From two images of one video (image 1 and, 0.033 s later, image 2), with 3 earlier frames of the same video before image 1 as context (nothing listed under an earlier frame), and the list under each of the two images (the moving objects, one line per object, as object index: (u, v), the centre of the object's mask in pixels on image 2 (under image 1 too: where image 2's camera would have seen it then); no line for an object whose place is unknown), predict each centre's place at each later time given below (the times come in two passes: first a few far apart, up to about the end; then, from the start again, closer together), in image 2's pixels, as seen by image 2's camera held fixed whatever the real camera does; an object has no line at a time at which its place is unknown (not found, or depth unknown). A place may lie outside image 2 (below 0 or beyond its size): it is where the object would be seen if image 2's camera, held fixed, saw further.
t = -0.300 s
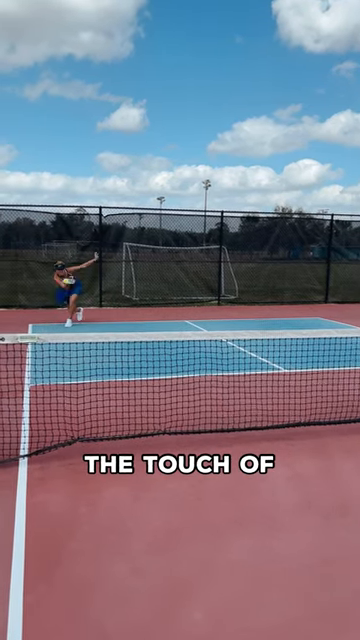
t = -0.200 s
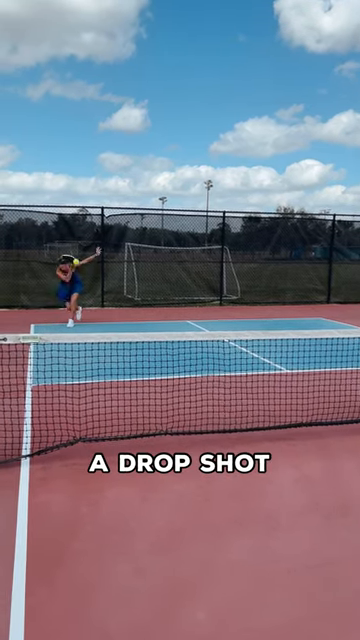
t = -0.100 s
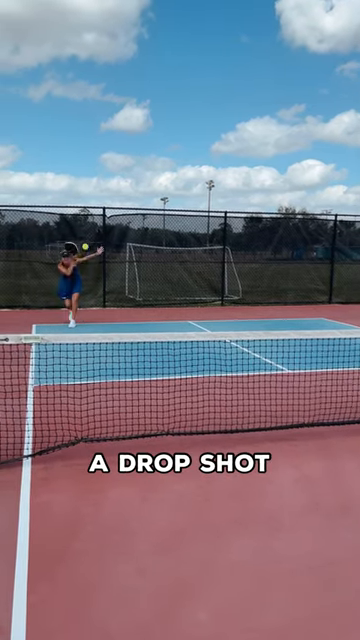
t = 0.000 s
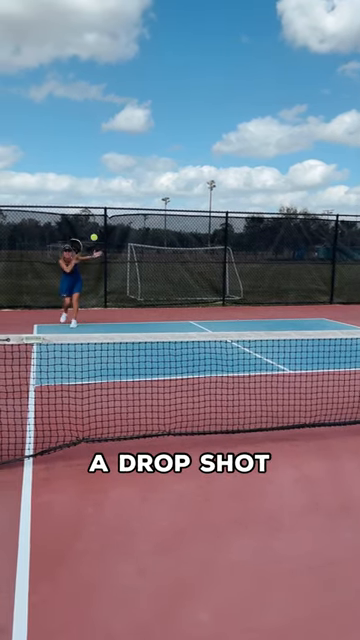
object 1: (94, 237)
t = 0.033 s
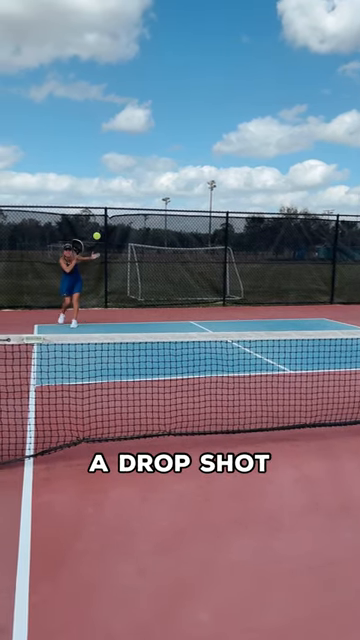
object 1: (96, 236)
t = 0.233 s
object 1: (113, 249)
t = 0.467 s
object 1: (138, 346)
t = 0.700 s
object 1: (167, 559)
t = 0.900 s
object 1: (157, 525)
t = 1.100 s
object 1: (134, 623)
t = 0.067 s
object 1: (99, 235)
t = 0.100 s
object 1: (101, 235)
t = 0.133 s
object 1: (104, 237)
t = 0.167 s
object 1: (107, 240)
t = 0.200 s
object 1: (110, 244)
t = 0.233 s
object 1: (113, 249)
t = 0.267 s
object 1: (116, 257)
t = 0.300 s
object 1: (119, 265)
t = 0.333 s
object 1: (122, 276)
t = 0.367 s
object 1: (126, 290)
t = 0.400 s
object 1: (130, 305)
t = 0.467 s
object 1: (138, 346)
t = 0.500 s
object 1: (142, 371)
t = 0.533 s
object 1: (147, 401)
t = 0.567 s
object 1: (152, 437)
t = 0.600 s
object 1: (157, 479)
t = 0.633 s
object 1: (162, 523)
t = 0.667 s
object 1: (167, 571)
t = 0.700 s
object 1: (167, 559)
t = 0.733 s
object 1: (166, 547)
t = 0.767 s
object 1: (165, 538)
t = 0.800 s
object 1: (163, 531)
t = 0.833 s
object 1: (162, 526)
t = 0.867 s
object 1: (159, 524)
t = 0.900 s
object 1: (157, 525)
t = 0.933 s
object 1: (154, 530)
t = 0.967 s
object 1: (151, 538)
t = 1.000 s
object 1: (148, 551)
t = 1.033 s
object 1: (144, 569)
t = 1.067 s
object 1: (139, 592)
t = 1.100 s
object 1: (134, 623)
